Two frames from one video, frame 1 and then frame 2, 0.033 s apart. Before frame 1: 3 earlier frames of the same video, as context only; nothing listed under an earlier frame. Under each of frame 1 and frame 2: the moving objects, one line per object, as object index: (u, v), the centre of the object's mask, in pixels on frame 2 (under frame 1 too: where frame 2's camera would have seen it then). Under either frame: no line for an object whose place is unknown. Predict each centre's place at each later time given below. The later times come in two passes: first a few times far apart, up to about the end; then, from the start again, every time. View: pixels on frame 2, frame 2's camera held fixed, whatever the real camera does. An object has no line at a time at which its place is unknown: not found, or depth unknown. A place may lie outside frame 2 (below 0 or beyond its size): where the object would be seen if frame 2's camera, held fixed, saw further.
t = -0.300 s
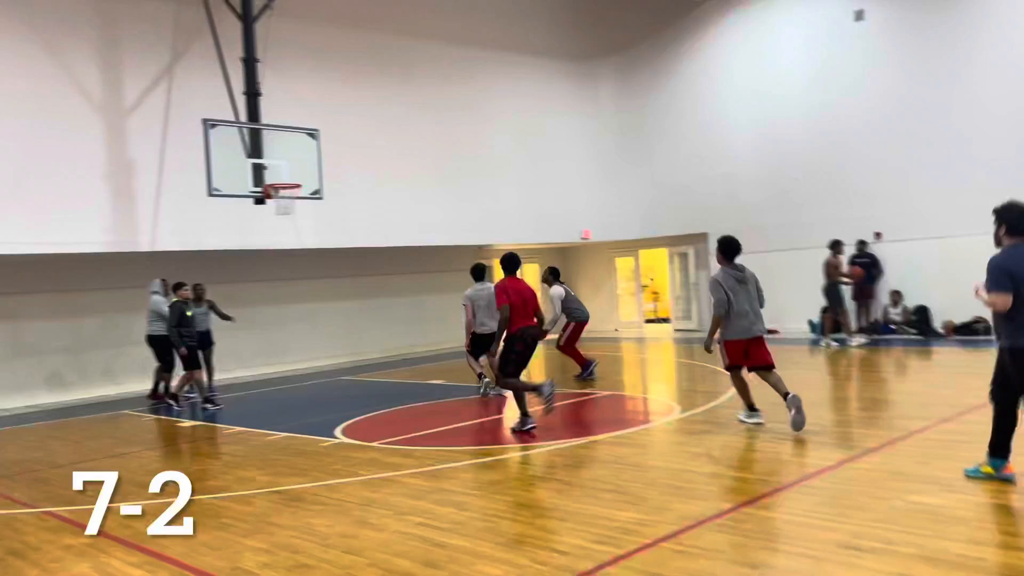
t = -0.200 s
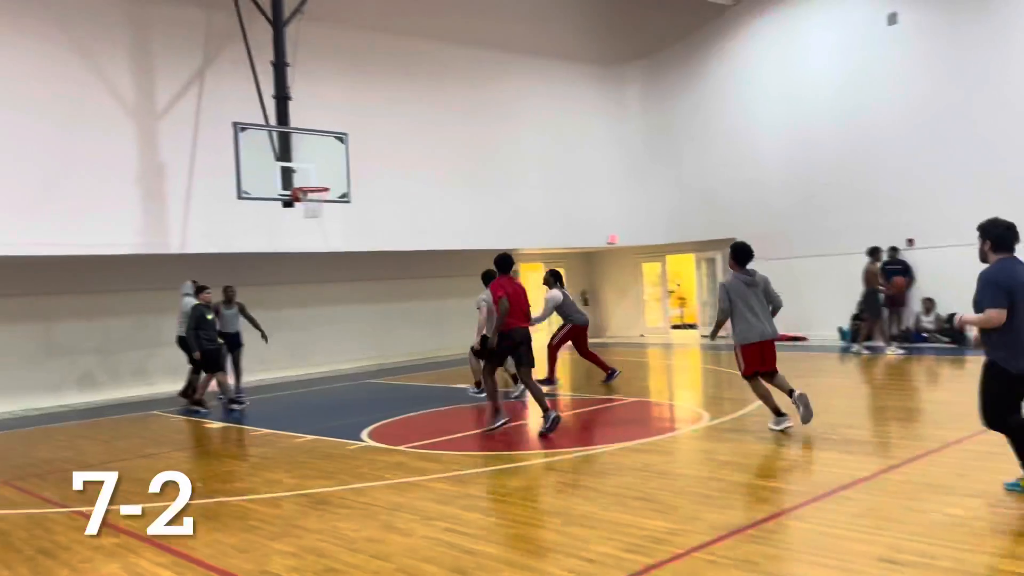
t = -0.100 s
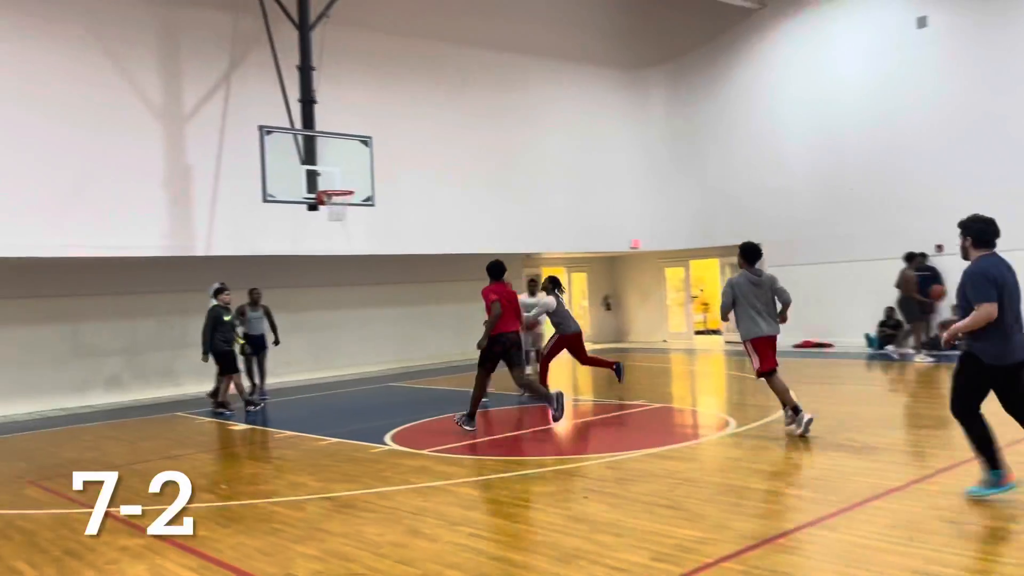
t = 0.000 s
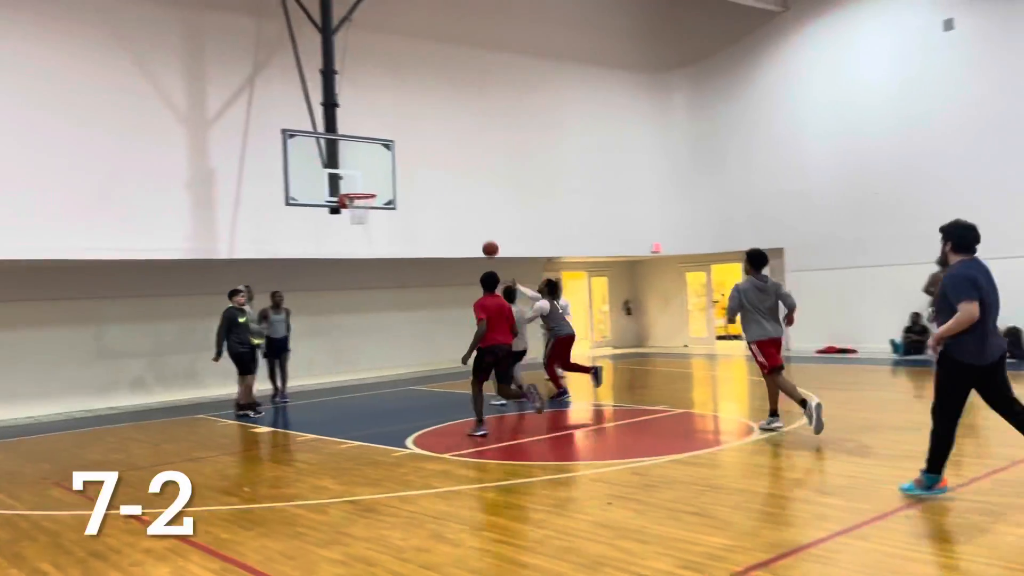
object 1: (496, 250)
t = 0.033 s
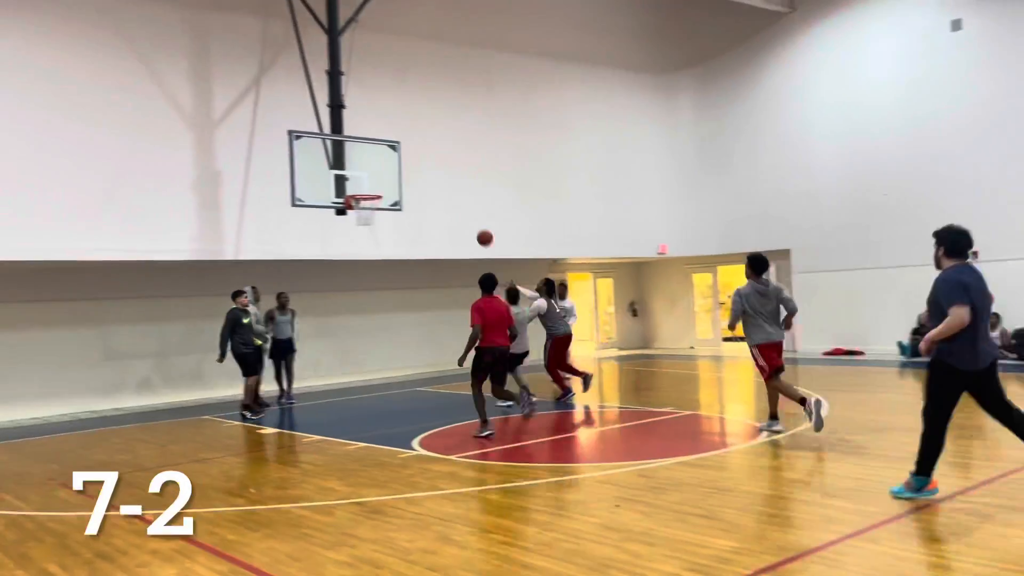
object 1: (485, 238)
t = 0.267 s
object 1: (409, 173)
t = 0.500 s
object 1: (384, 140)
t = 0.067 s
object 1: (474, 226)
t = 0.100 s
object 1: (462, 215)
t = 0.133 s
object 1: (451, 205)
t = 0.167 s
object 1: (440, 196)
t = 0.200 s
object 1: (430, 188)
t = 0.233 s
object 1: (419, 180)
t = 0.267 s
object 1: (409, 173)
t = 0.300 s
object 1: (398, 167)
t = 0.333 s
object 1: (387, 162)
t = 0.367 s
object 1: (383, 157)
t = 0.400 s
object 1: (383, 152)
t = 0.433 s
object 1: (384, 147)
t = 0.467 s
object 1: (384, 143)
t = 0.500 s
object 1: (384, 140)
